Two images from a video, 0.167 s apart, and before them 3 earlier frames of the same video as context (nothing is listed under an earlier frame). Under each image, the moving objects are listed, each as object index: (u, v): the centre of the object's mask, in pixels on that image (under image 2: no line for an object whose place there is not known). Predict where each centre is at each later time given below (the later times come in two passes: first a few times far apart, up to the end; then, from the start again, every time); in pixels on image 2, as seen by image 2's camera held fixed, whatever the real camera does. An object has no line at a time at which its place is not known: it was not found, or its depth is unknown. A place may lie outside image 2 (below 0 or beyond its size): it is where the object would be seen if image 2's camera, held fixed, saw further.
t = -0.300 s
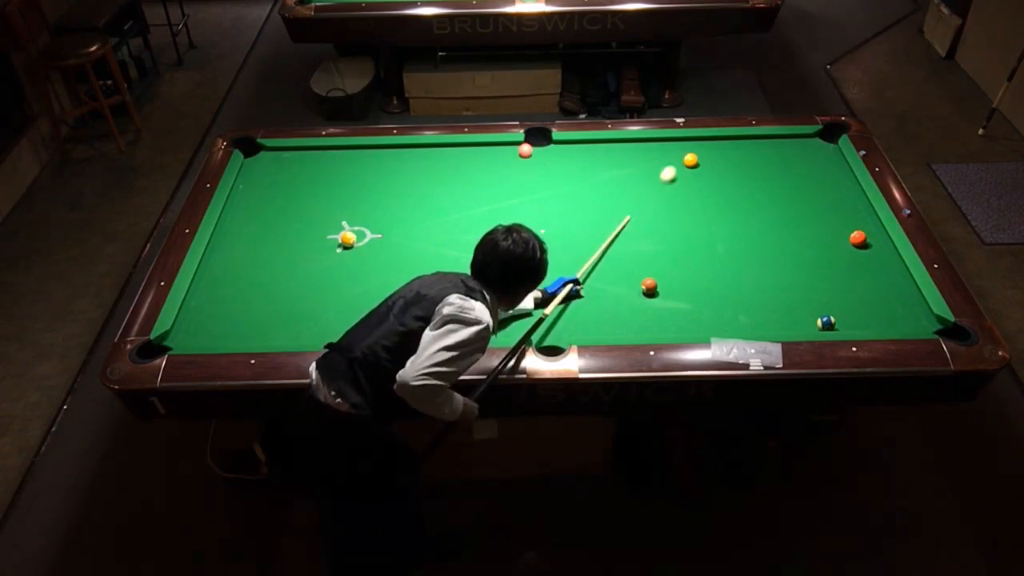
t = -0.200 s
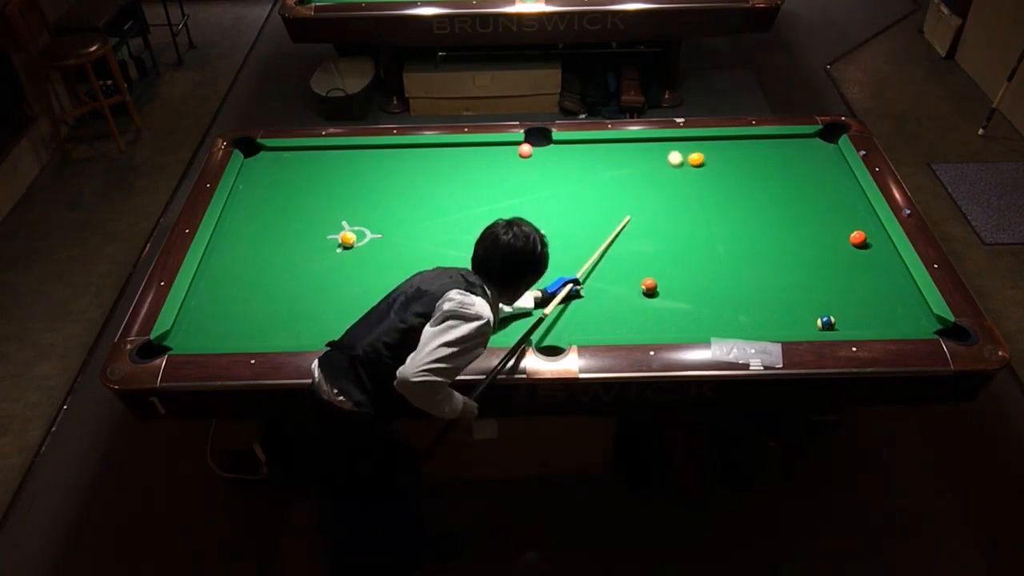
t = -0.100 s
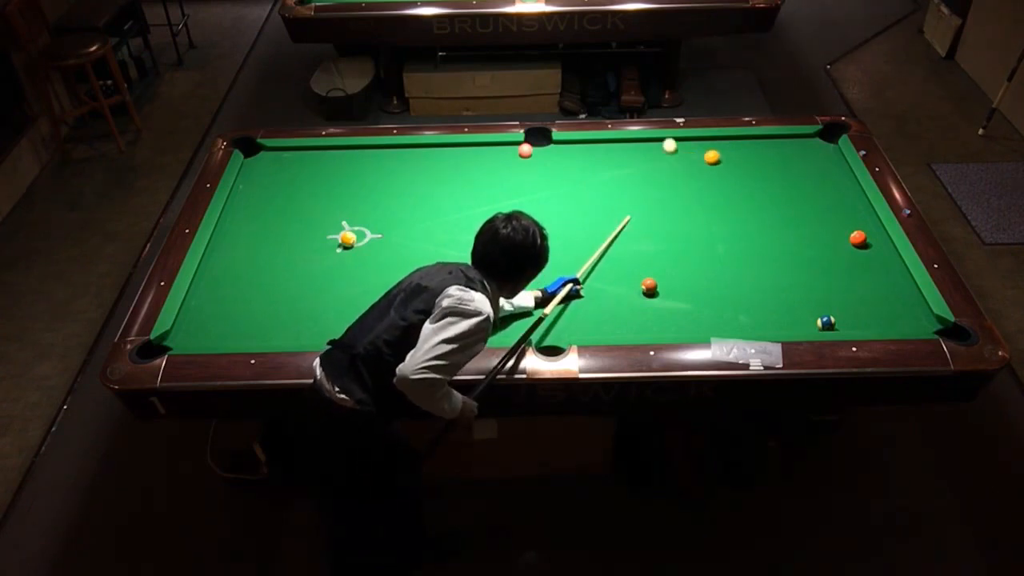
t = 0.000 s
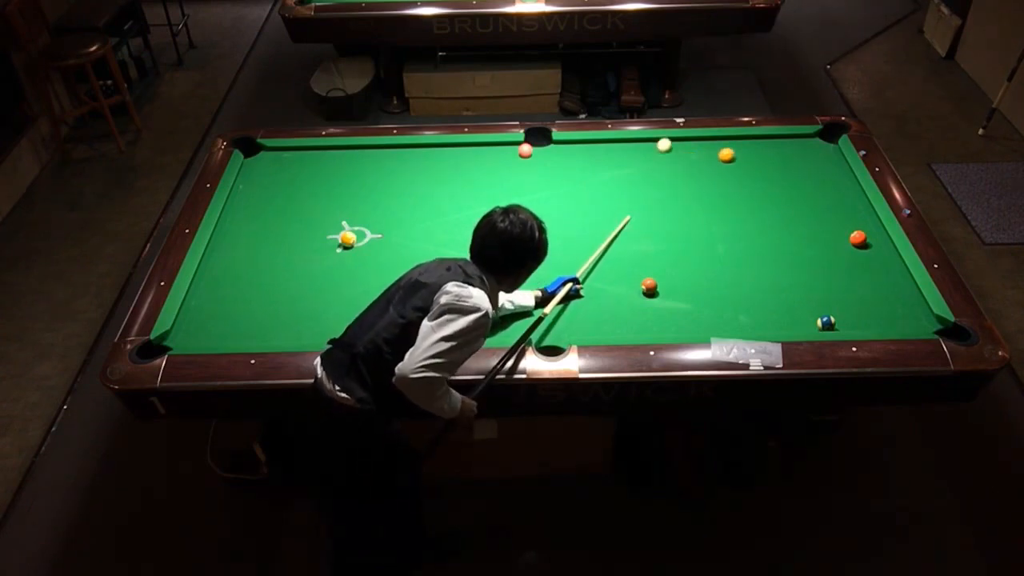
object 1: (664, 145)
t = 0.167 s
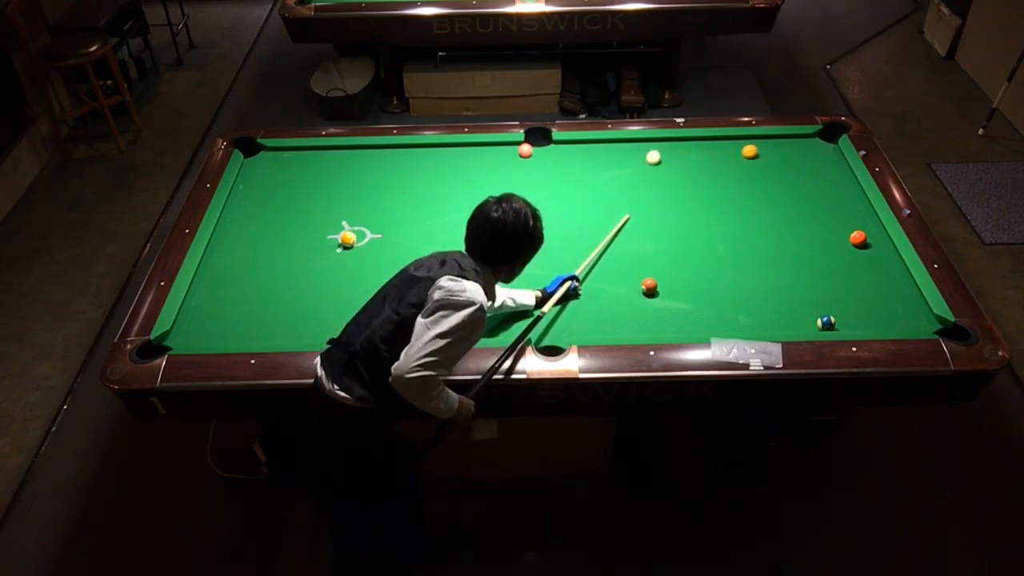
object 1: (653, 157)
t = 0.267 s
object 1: (647, 165)
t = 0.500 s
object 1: (631, 182)
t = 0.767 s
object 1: (613, 203)
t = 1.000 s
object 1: (597, 221)
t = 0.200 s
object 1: (651, 160)
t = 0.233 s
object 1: (649, 162)
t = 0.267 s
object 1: (647, 165)
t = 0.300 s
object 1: (645, 167)
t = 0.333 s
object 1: (642, 170)
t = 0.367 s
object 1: (640, 172)
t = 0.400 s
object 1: (638, 175)
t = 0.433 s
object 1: (636, 177)
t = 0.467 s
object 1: (634, 180)
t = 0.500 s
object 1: (631, 182)
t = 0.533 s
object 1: (629, 185)
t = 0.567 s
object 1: (627, 187)
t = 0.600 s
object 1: (625, 190)
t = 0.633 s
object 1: (622, 192)
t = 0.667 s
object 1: (620, 195)
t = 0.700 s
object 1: (618, 198)
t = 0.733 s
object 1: (616, 200)
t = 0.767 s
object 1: (613, 203)
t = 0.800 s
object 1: (611, 206)
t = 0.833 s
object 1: (609, 208)
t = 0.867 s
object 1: (606, 211)
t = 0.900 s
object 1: (604, 213)
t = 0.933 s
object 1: (602, 216)
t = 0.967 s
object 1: (599, 219)
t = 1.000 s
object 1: (597, 221)
